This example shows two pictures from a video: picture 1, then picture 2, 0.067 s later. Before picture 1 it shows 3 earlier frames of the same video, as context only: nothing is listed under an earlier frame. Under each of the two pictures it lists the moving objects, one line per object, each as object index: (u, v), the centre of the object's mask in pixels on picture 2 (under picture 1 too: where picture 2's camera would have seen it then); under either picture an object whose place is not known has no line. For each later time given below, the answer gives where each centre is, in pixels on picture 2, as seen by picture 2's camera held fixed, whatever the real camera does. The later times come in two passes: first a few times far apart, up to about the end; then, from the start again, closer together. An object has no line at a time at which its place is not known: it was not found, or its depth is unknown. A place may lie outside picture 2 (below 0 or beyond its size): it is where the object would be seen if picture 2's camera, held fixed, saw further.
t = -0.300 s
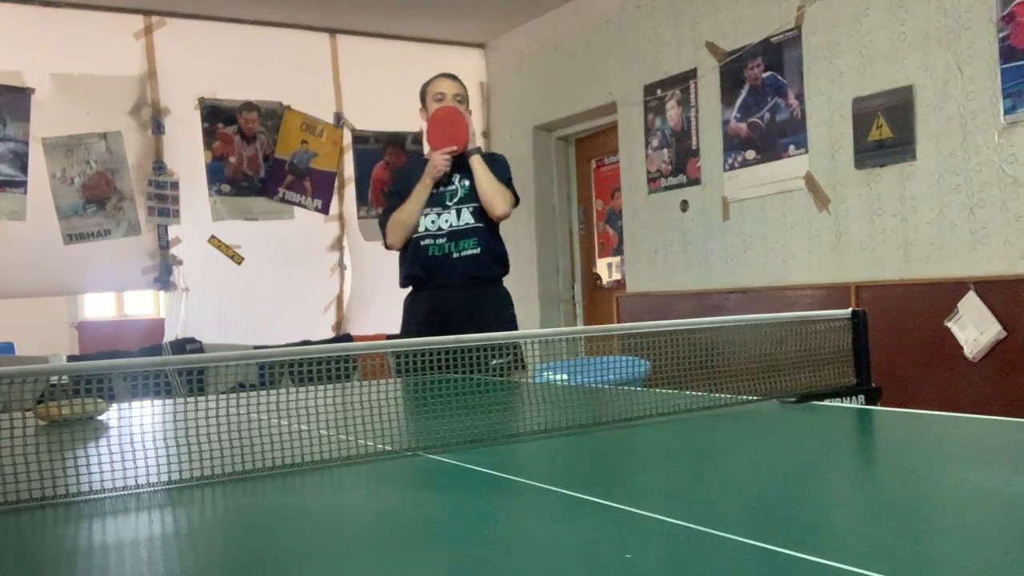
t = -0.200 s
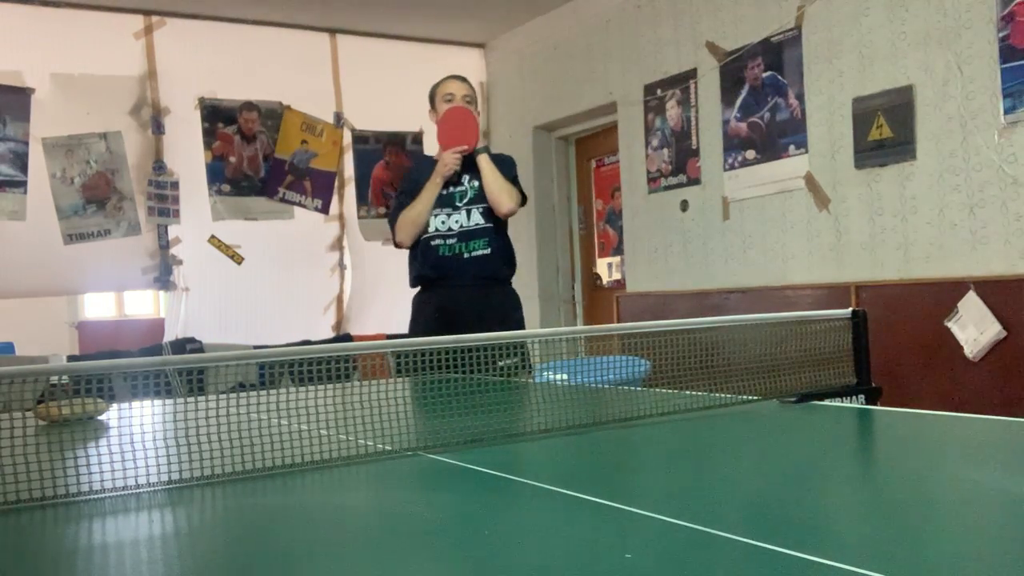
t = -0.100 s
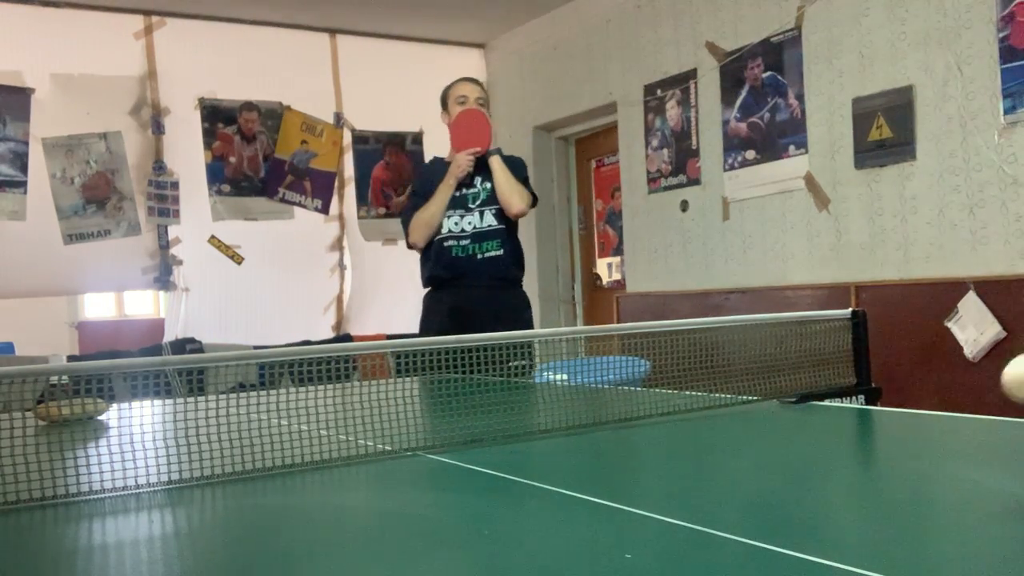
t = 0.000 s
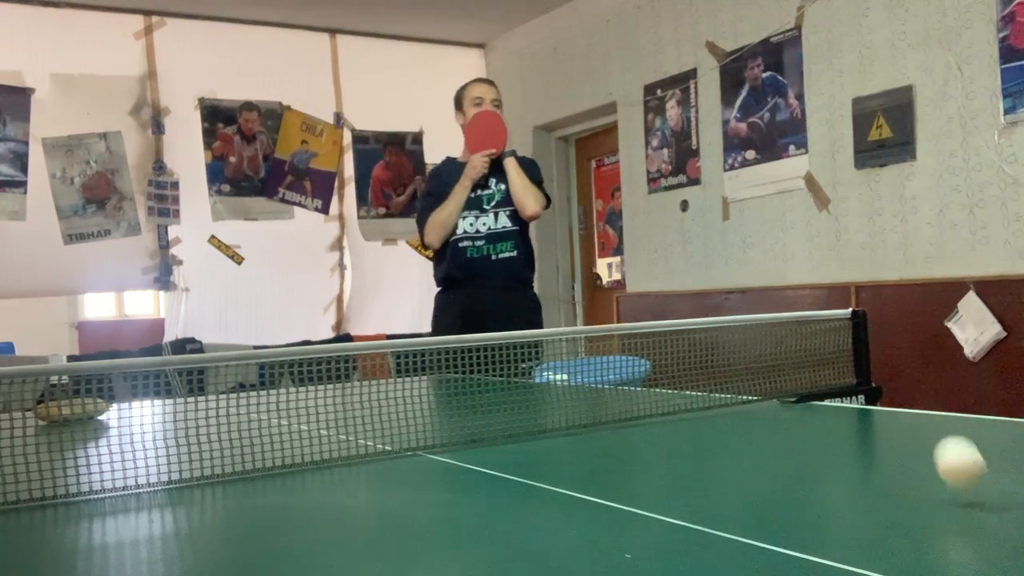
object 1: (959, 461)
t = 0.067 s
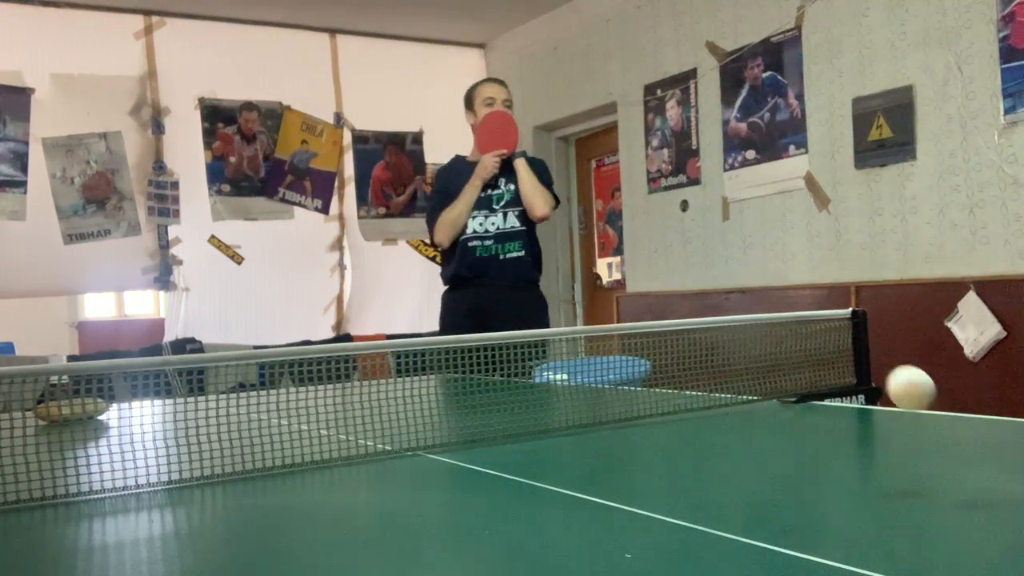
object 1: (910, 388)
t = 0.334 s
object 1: (763, 404)
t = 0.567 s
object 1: (670, 429)
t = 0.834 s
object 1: (587, 410)
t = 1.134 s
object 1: (524, 391)
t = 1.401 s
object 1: (495, 411)
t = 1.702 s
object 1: (464, 411)
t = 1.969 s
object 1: (438, 422)
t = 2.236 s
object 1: (416, 429)
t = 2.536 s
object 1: (391, 437)
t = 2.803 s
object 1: (368, 443)
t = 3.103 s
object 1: (342, 449)
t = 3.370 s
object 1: (321, 452)
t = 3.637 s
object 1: (303, 455)
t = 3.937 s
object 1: (285, 457)
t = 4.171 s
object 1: (274, 459)
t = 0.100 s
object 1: (888, 371)
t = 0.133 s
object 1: (867, 365)
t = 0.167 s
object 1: (848, 370)
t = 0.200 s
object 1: (831, 384)
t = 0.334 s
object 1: (763, 404)
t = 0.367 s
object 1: (747, 384)
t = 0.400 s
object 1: (732, 374)
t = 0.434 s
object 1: (718, 374)
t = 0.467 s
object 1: (705, 383)
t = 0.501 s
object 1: (693, 401)
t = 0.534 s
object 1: (682, 426)
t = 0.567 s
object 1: (670, 429)
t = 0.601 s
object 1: (657, 402)
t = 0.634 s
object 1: (644, 385)
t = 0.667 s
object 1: (634, 377)
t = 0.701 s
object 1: (623, 378)
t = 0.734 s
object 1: (614, 387)
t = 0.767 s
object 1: (605, 404)
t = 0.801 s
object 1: (598, 429)
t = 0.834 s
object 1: (587, 410)
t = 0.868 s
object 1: (577, 392)
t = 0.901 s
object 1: (568, 381)
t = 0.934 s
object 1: (560, 379)
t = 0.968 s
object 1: (552, 384)
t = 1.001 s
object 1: (546, 397)
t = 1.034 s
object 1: (539, 417)
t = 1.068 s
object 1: (532, 410)
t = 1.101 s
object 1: (528, 396)
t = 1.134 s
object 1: (524, 391)
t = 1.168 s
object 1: (521, 393)
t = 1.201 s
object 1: (518, 402)
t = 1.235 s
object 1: (515, 419)
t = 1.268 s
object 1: (510, 418)
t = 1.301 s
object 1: (505, 403)
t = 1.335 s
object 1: (501, 398)
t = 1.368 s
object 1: (498, 401)
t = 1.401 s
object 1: (495, 411)
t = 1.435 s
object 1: (492, 429)
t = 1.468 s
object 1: (488, 416)
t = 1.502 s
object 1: (484, 407)
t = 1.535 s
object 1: (481, 406)
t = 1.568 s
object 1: (478, 411)
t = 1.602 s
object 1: (475, 425)
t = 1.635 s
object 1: (471, 422)
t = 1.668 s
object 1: (467, 413)
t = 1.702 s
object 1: (464, 411)
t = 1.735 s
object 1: (460, 416)
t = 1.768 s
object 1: (458, 429)
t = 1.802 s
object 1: (453, 423)
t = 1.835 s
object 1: (450, 416)
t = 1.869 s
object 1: (447, 417)
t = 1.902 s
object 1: (444, 426)
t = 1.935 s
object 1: (441, 433)
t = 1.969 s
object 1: (438, 422)
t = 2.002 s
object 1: (435, 421)
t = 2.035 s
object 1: (433, 428)
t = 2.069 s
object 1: (431, 433)
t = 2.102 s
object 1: (427, 425)
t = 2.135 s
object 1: (424, 426)
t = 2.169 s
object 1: (422, 433)
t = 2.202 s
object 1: (420, 433)
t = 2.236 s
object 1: (416, 429)
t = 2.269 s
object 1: (413, 432)
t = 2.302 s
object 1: (410, 440)
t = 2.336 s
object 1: (408, 433)
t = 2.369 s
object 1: (406, 433)
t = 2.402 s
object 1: (403, 441)
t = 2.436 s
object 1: (400, 435)
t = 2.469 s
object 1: (397, 435)
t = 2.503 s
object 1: (394, 443)
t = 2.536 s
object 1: (391, 437)
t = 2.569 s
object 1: (388, 438)
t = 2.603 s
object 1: (385, 442)
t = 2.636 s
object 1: (382, 438)
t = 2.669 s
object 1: (379, 443)
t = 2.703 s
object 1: (376, 441)
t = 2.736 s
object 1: (374, 442)
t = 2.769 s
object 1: (371, 444)
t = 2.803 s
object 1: (368, 443)
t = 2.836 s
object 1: (366, 444)
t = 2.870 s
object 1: (364, 444)
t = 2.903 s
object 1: (360, 444)
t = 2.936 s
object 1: (358, 445)
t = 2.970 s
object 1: (354, 445)
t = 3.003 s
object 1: (351, 448)
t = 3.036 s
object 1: (348, 447)
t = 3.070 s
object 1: (346, 447)
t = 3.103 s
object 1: (342, 449)
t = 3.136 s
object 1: (339, 449)
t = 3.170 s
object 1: (337, 449)
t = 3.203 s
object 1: (333, 449)
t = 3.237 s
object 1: (331, 450)
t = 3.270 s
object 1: (329, 451)
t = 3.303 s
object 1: (326, 451)
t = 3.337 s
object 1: (324, 451)
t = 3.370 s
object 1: (321, 452)
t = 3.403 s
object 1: (319, 452)
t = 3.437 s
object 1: (317, 453)
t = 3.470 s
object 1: (314, 453)
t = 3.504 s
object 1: (312, 454)
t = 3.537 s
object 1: (310, 454)
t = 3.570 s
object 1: (308, 454)
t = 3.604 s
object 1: (305, 455)
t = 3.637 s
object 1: (303, 455)
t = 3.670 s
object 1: (301, 455)
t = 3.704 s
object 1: (300, 455)
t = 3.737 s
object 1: (297, 456)
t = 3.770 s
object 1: (295, 456)
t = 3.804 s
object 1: (293, 457)
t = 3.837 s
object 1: (291, 457)
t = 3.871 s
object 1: (289, 457)
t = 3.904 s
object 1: (287, 457)
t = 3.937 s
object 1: (285, 457)
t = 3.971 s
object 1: (283, 458)
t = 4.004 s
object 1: (281, 458)
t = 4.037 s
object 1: (279, 458)
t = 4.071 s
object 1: (278, 458)
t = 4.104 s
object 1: (276, 458)
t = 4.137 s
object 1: (275, 459)
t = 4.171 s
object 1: (274, 459)
